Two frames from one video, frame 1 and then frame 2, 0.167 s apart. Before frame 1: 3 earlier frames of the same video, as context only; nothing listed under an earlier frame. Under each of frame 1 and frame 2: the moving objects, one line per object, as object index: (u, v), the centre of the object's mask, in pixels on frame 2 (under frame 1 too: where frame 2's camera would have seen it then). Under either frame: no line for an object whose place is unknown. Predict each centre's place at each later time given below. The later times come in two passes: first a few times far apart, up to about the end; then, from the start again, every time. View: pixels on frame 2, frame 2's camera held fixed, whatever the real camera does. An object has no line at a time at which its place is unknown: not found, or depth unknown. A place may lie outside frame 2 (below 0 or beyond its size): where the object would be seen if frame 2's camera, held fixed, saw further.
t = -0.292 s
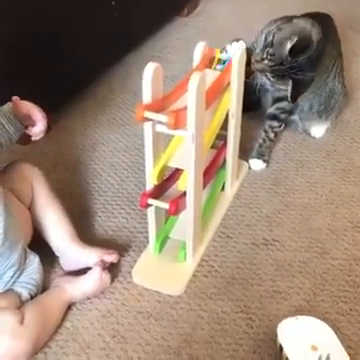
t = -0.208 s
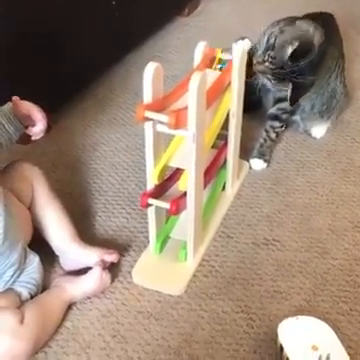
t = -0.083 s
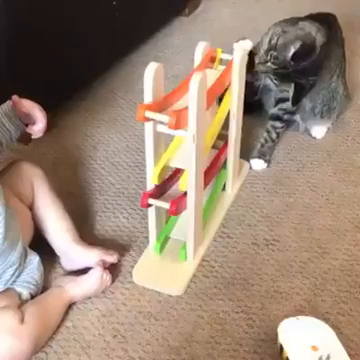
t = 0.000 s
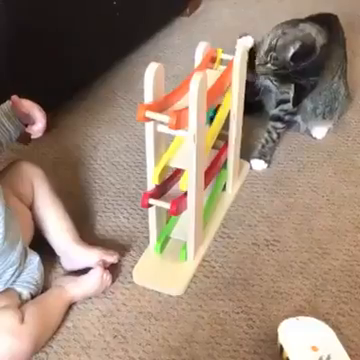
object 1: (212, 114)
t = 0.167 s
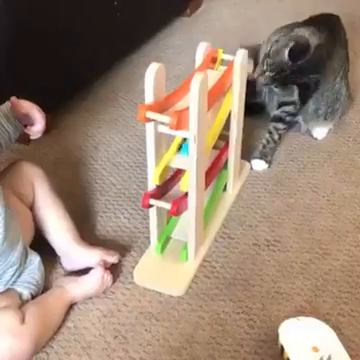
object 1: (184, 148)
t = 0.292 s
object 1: (173, 183)
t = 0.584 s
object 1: (177, 191)
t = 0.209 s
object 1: (180, 161)
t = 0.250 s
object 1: (177, 170)
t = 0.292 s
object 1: (173, 183)
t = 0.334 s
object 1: (172, 188)
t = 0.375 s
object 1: (169, 194)
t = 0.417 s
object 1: (169, 196)
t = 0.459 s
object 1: (170, 196)
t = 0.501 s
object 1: (172, 194)
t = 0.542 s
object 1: (175, 193)
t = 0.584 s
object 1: (177, 191)
